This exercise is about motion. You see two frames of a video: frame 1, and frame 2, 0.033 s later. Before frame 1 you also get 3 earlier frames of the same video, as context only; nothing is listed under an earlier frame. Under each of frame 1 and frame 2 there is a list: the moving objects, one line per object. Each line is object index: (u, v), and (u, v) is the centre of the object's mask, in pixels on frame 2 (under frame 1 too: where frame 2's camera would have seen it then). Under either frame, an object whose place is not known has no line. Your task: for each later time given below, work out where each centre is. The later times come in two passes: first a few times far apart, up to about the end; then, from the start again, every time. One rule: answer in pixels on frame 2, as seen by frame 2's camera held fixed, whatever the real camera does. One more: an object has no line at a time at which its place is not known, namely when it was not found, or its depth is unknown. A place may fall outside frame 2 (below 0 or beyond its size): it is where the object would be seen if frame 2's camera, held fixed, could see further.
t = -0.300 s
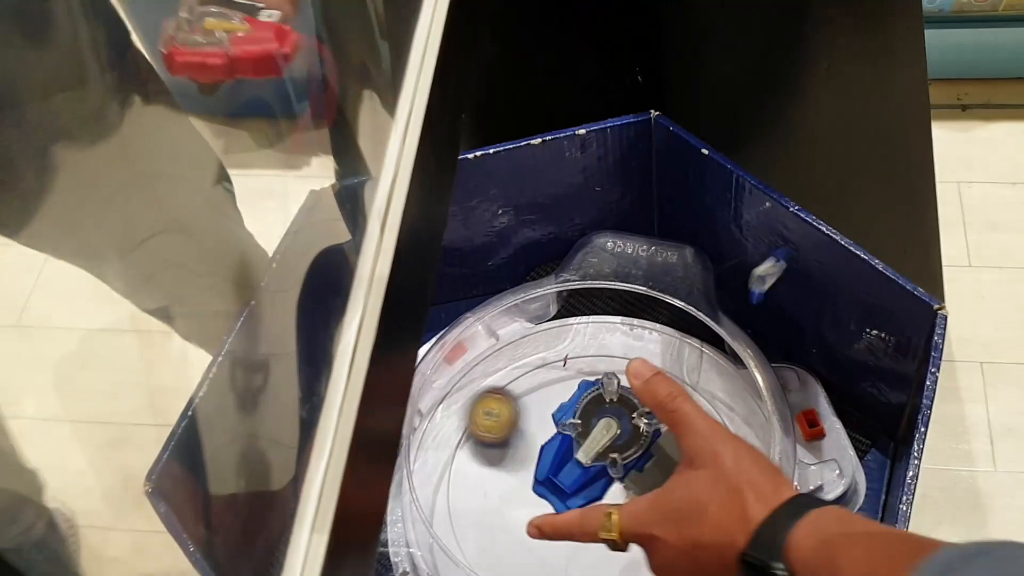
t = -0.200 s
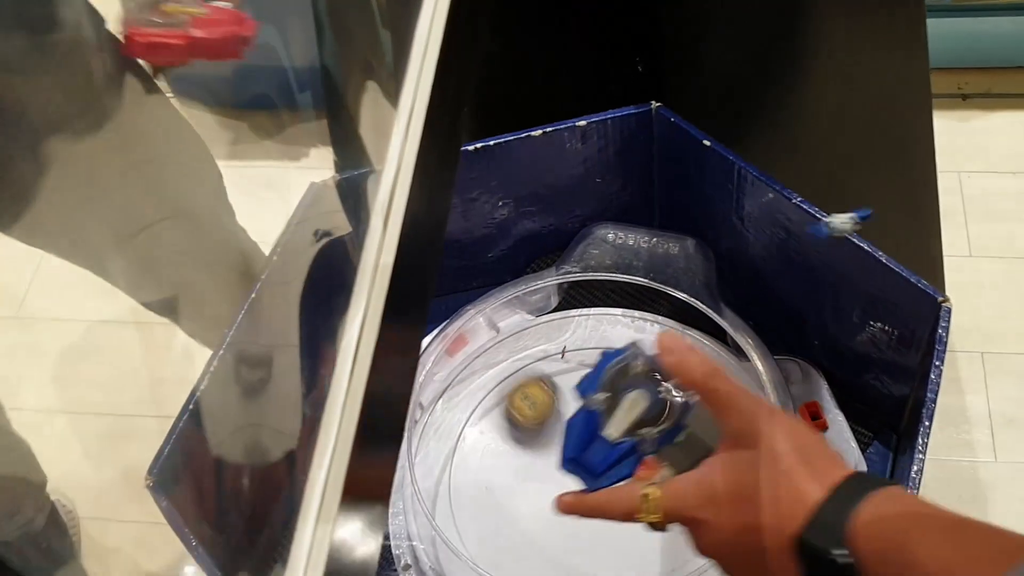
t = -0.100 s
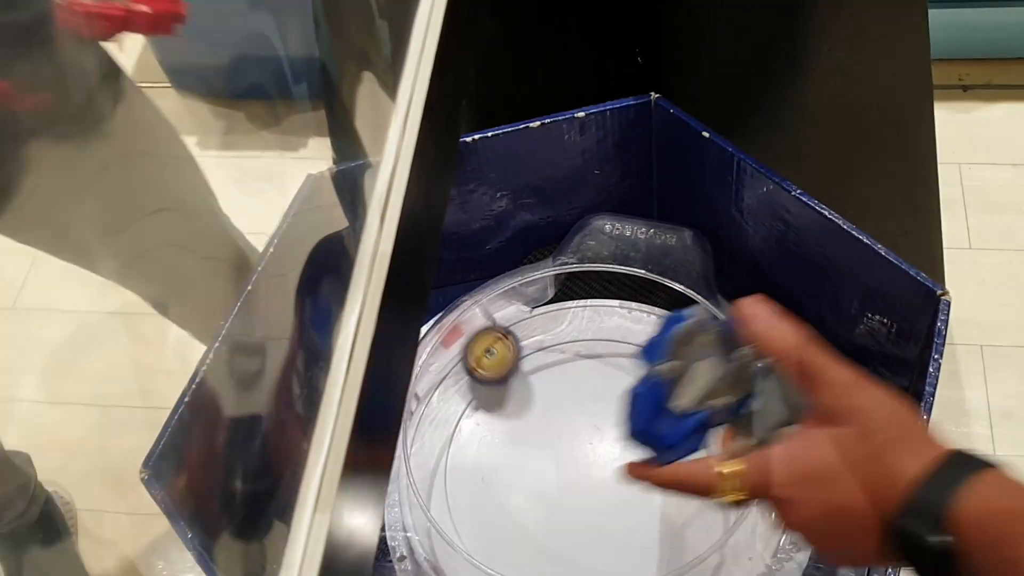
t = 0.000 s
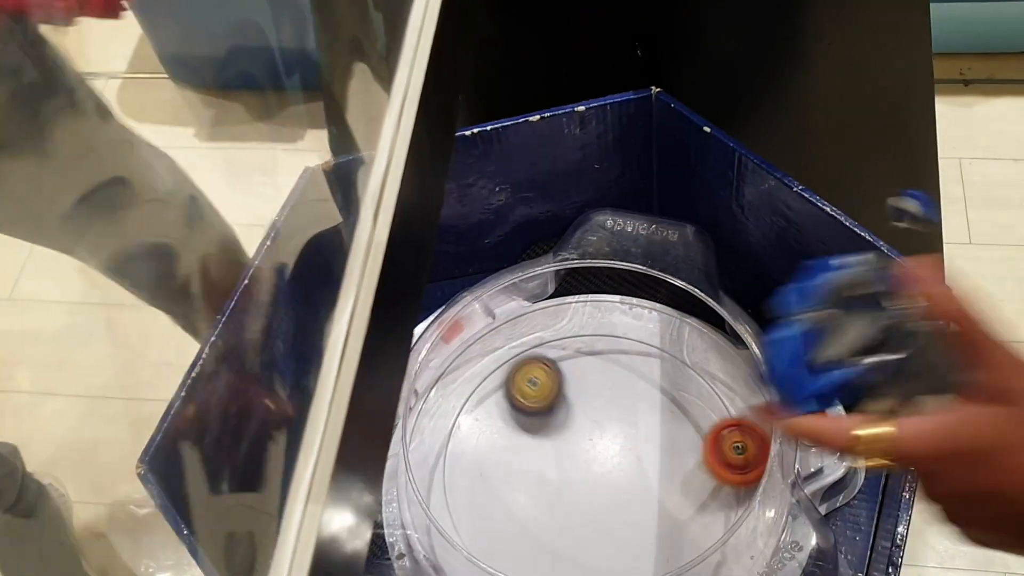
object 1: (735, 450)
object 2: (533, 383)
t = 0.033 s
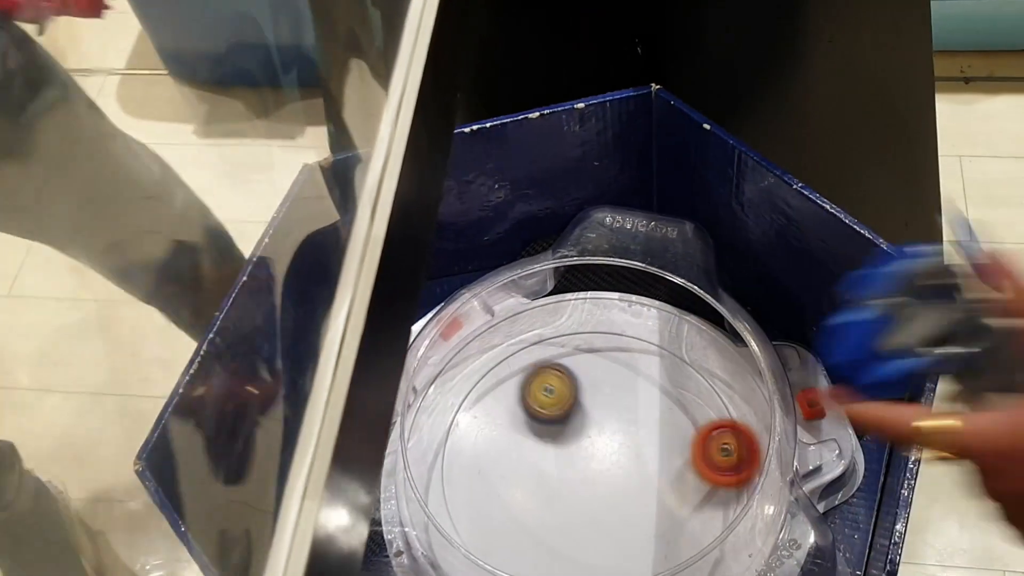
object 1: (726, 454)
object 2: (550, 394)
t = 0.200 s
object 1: (674, 438)
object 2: (583, 437)
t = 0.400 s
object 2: (481, 434)
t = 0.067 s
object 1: (710, 455)
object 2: (566, 405)
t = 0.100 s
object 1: (692, 454)
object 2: (580, 415)
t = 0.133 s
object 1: (673, 450)
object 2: (593, 426)
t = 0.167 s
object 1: (666, 445)
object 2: (595, 433)
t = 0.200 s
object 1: (674, 438)
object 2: (583, 437)
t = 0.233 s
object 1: (681, 426)
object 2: (568, 439)
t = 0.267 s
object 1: (684, 412)
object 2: (551, 442)
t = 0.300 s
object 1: (682, 394)
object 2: (534, 442)
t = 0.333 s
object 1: (673, 376)
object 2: (516, 441)
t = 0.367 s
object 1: (656, 360)
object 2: (498, 437)
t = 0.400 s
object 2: (481, 434)
